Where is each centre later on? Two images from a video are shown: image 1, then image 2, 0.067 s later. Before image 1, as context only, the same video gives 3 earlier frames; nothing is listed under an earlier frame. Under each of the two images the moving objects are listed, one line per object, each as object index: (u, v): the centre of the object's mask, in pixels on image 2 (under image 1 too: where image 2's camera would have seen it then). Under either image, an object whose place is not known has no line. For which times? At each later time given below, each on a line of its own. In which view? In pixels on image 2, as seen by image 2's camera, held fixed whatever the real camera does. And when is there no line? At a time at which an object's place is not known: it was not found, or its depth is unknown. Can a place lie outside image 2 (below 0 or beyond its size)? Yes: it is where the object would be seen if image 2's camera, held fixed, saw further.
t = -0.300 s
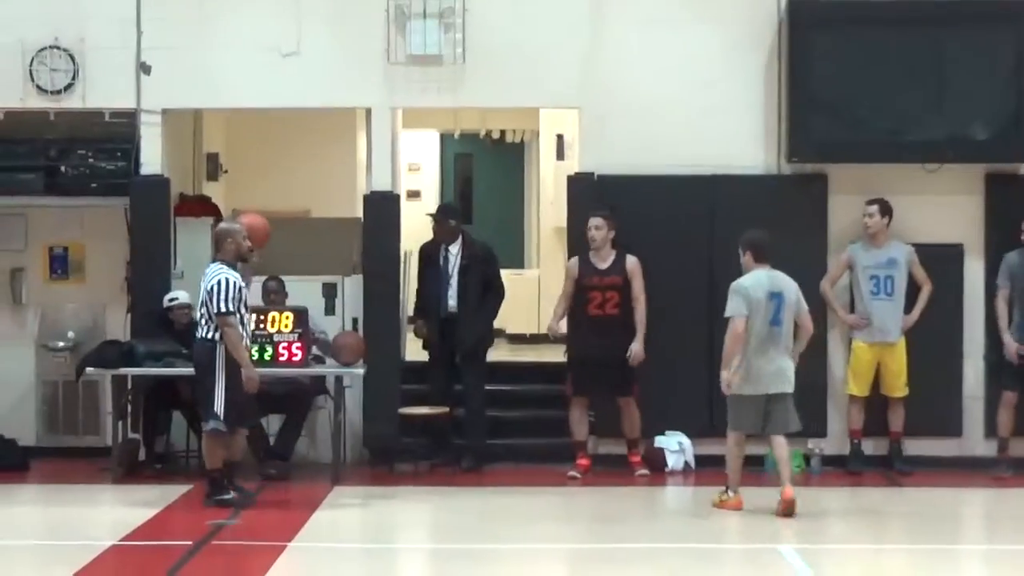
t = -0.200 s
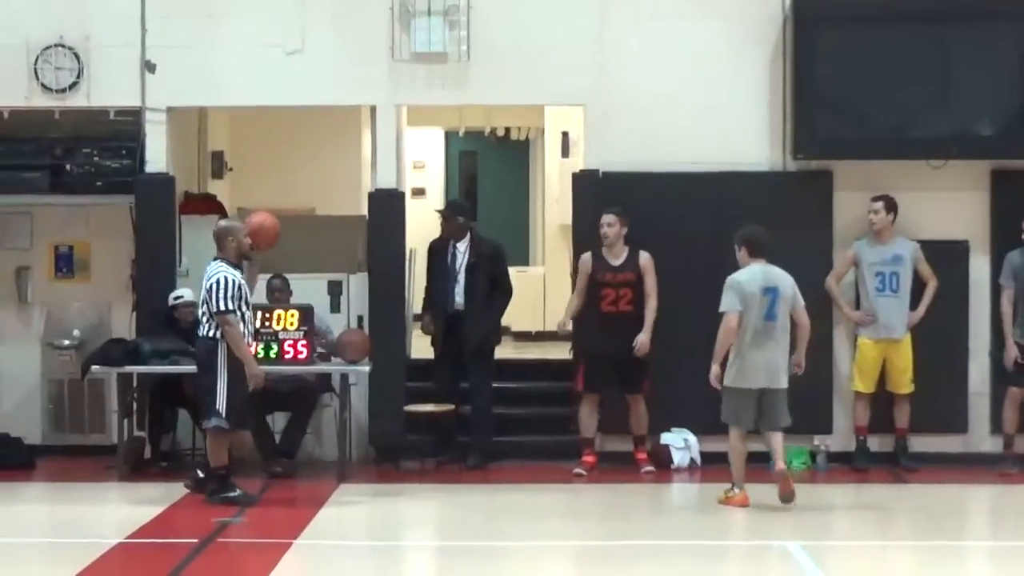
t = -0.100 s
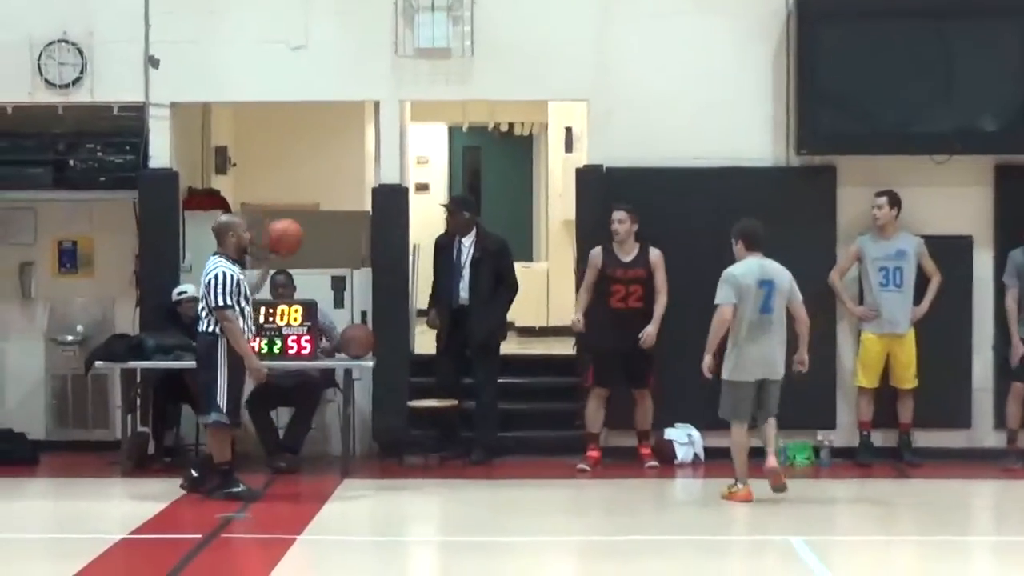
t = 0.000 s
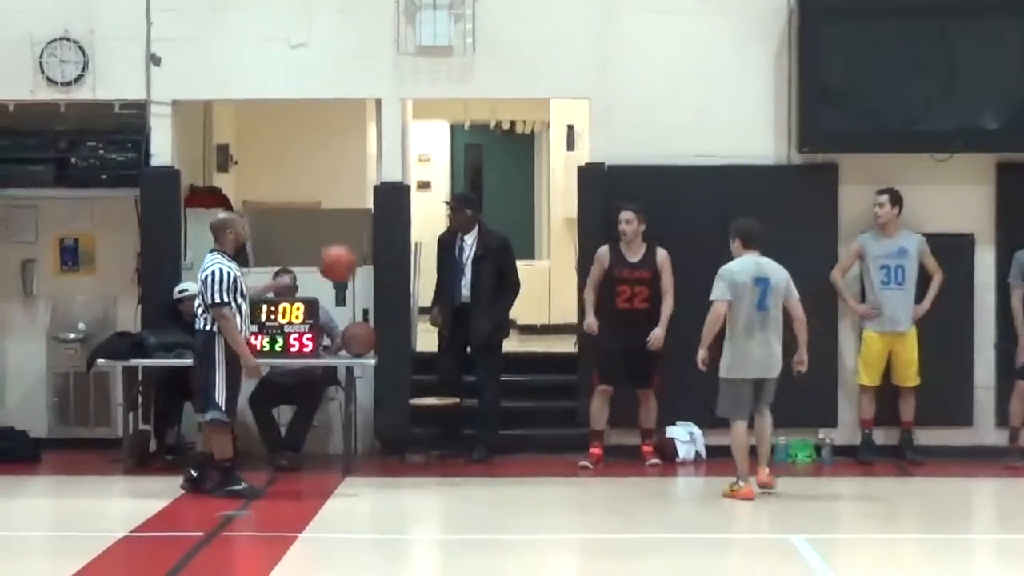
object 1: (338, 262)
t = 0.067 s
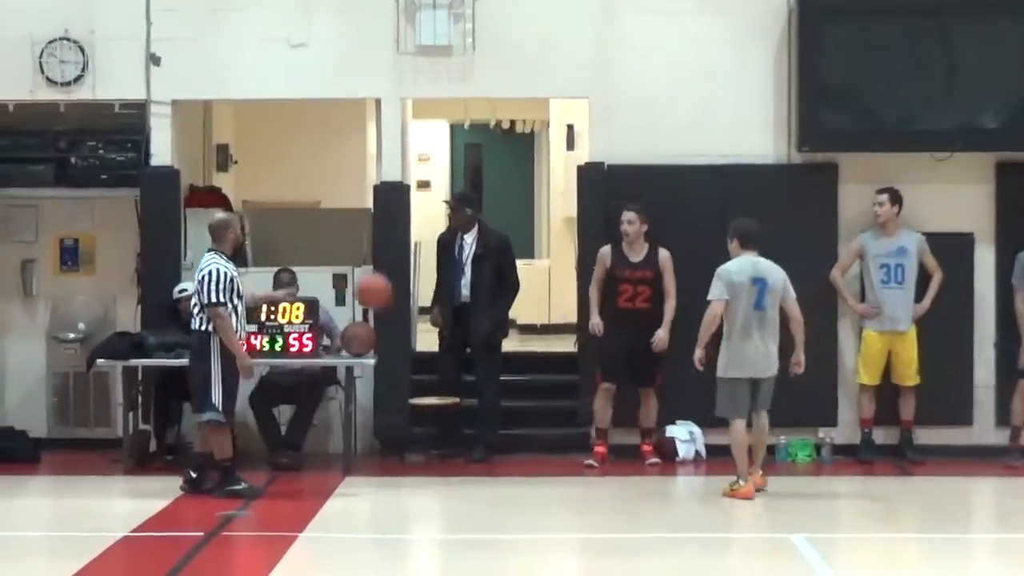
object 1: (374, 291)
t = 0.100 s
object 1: (392, 307)
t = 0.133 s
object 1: (407, 325)
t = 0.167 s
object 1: (427, 347)
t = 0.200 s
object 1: (443, 367)
